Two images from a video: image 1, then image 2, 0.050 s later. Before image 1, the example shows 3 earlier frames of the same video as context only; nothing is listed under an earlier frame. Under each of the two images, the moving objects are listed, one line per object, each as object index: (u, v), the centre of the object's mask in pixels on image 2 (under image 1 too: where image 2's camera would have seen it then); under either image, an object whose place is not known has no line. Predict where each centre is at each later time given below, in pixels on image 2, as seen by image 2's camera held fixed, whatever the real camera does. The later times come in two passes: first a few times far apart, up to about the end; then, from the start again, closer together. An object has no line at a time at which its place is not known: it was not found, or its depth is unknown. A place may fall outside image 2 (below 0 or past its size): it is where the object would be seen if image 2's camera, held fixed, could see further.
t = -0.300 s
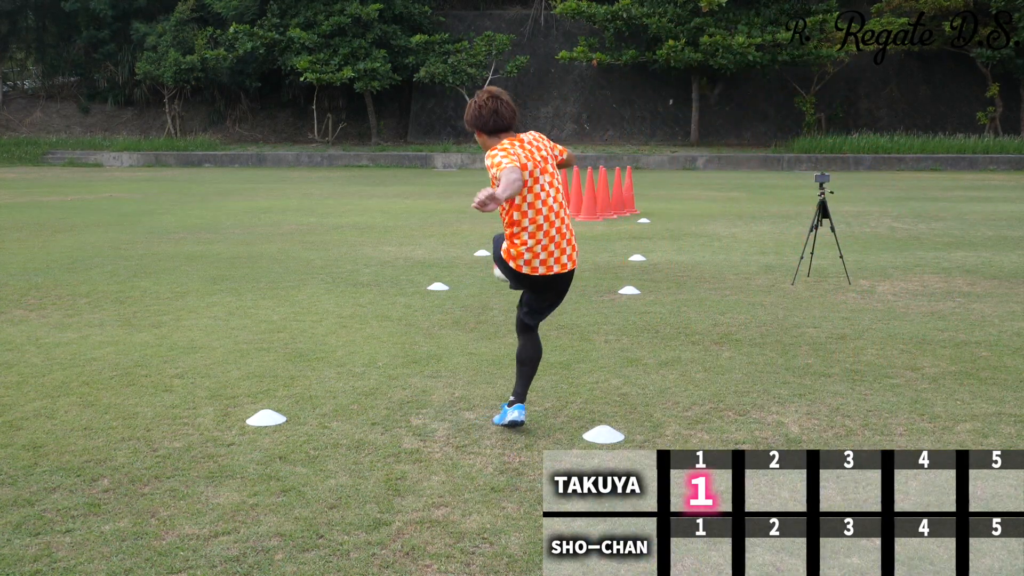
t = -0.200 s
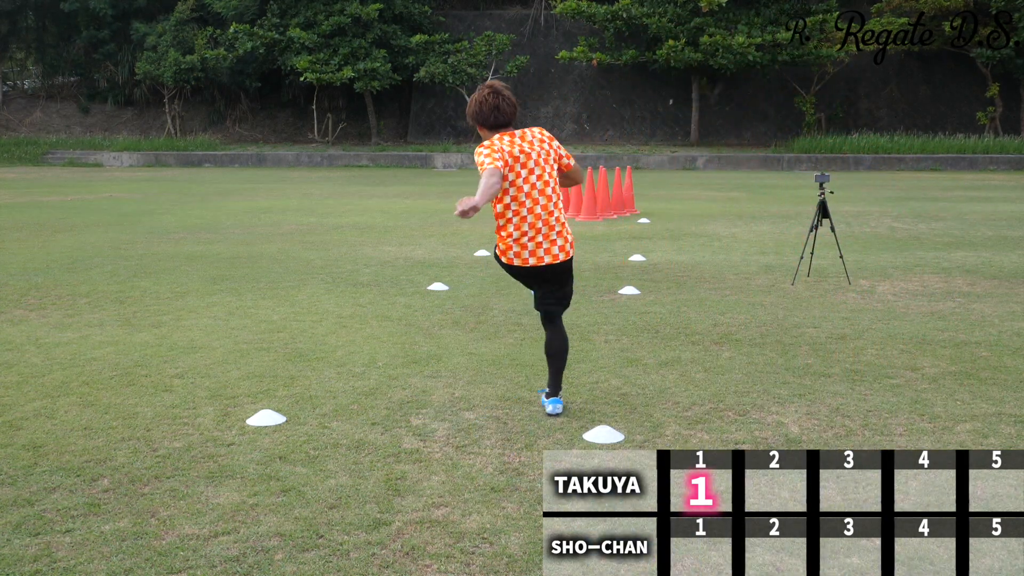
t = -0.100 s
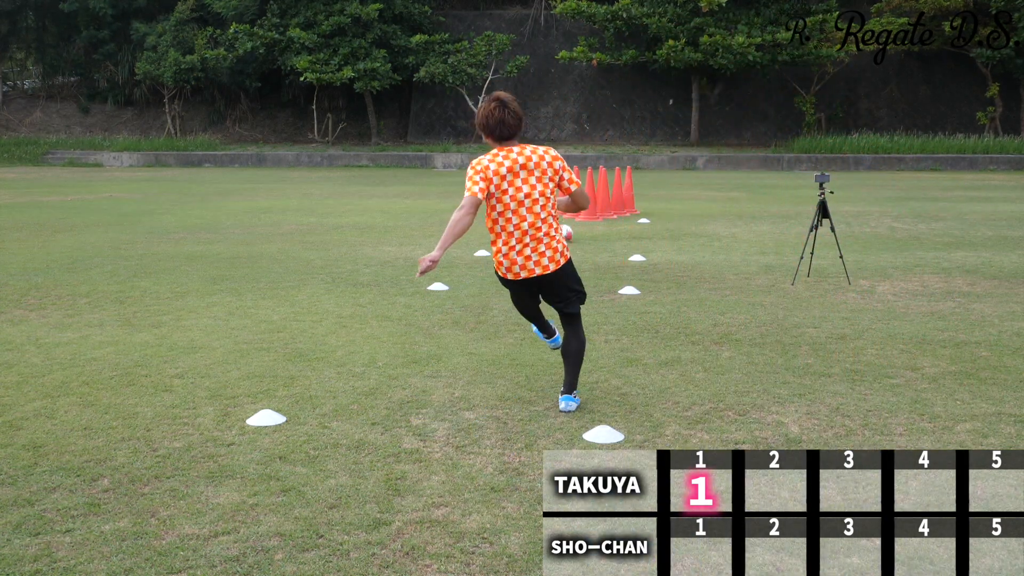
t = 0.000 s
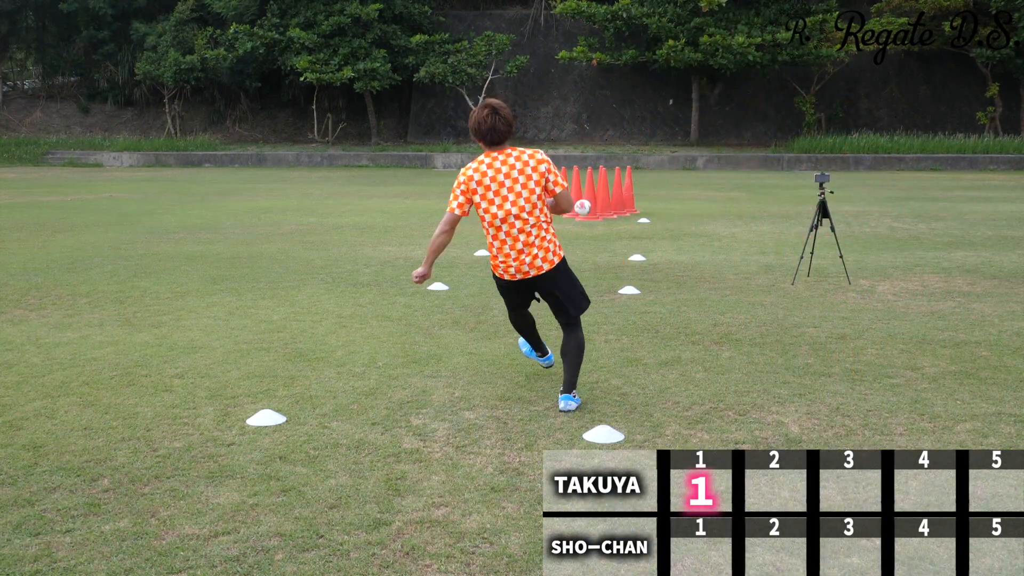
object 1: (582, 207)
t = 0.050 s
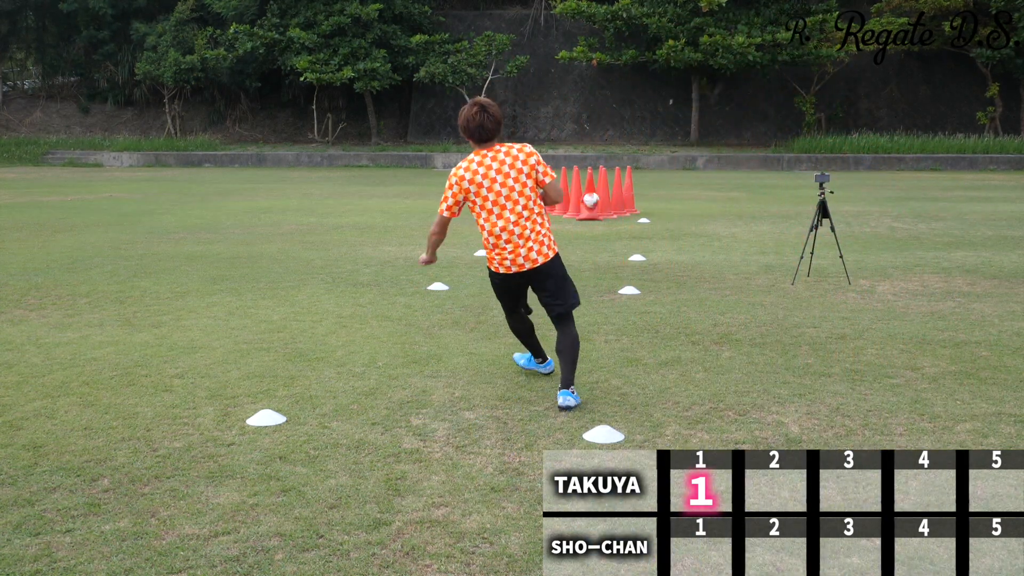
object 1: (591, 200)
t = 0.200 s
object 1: (601, 160)
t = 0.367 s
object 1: (611, 127)
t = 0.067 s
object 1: (592, 197)
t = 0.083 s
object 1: (593, 193)
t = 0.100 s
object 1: (594, 189)
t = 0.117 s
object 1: (596, 185)
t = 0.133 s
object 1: (596, 181)
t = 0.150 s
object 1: (598, 175)
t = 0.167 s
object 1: (599, 170)
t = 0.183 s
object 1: (600, 165)
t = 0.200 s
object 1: (601, 160)
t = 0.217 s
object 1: (602, 156)
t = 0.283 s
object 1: (606, 141)
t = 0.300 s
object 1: (607, 138)
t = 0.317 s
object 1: (608, 135)
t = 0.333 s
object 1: (609, 132)
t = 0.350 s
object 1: (610, 129)
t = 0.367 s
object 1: (611, 127)
